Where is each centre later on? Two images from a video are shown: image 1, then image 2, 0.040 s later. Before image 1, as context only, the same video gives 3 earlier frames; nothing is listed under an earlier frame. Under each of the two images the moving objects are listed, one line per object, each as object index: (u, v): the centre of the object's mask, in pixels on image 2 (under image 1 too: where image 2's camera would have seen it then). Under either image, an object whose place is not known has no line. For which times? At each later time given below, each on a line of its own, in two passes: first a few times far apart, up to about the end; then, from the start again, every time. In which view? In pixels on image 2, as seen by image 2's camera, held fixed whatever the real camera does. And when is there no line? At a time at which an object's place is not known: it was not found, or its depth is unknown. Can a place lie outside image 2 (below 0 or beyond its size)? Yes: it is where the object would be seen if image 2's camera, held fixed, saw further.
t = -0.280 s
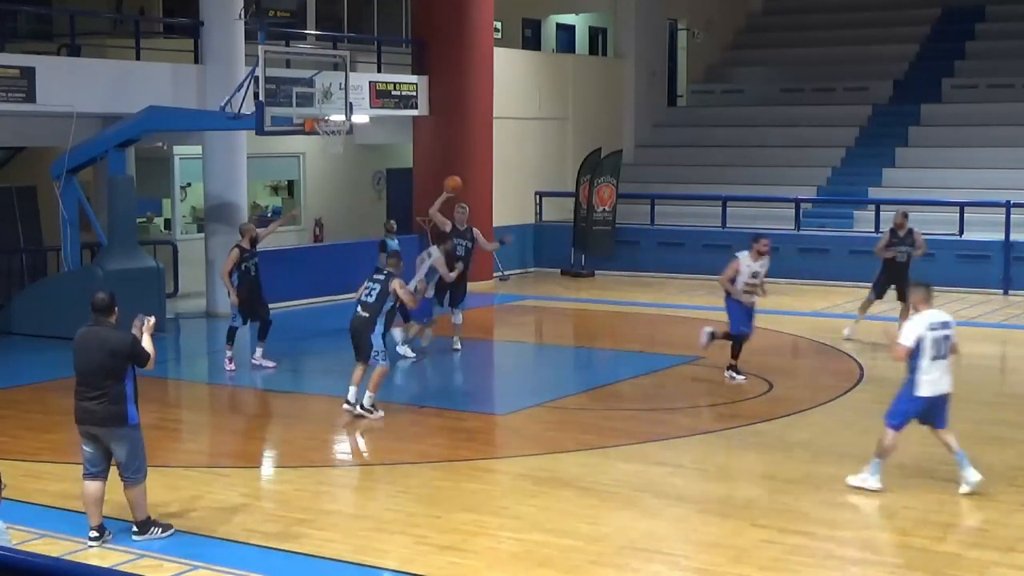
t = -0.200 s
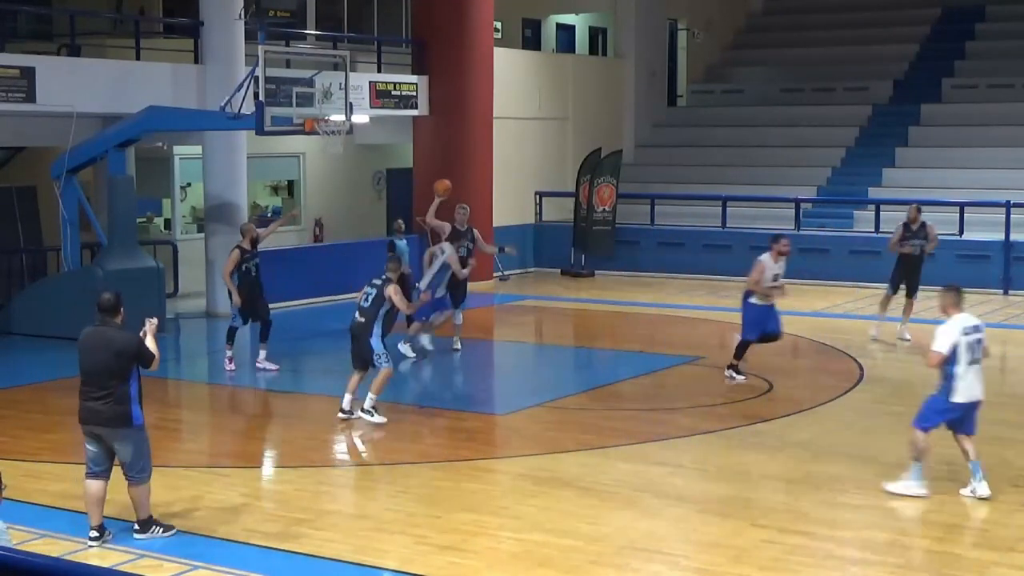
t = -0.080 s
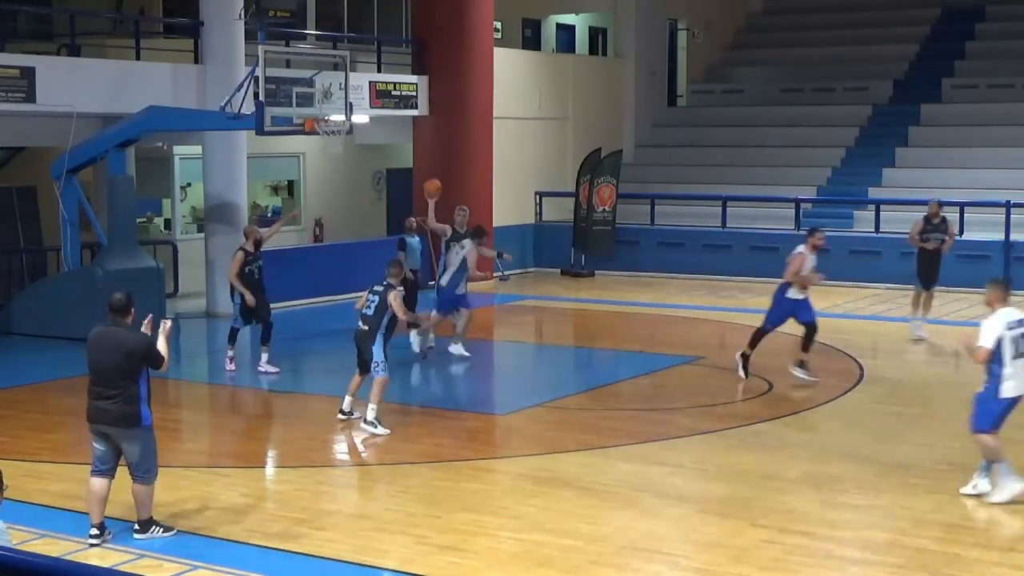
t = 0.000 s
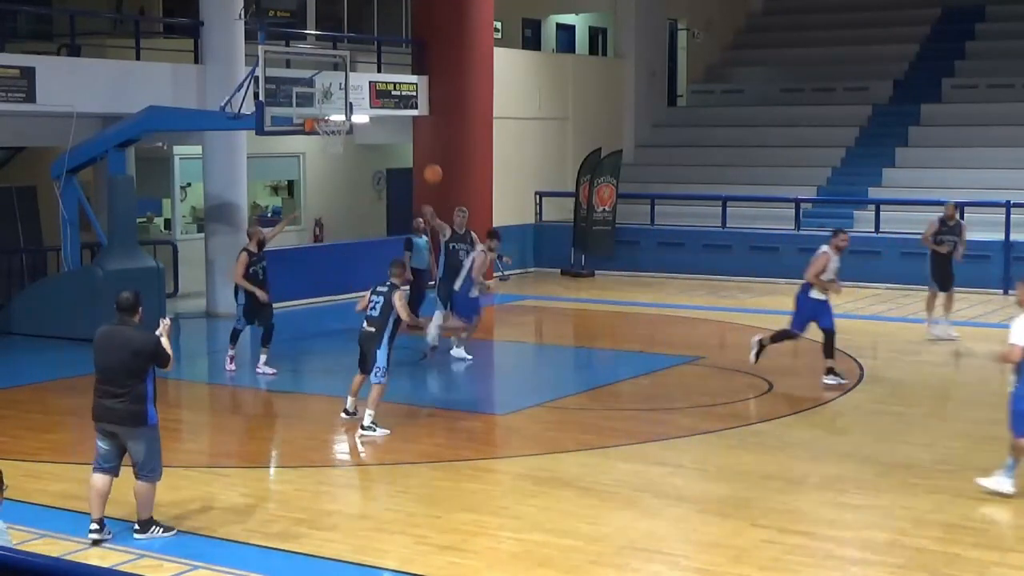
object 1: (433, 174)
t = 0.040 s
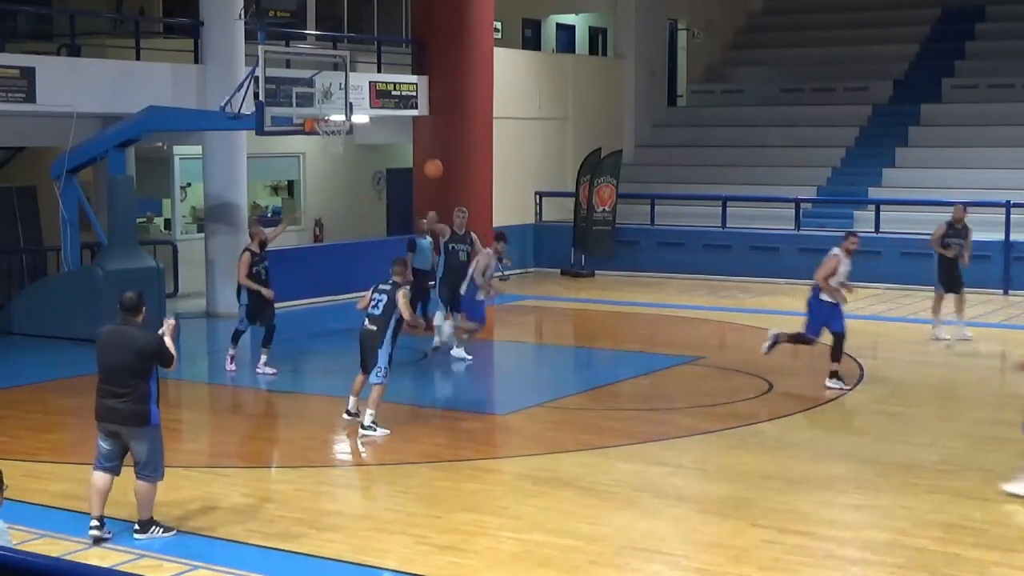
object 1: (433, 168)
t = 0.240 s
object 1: (436, 160)
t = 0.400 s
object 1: (441, 178)
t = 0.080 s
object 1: (433, 165)
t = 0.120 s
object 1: (434, 161)
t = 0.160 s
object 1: (434, 160)
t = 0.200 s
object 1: (435, 159)
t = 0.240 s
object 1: (436, 160)
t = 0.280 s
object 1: (437, 162)
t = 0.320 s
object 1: (438, 166)
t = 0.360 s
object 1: (439, 171)
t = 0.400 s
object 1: (441, 178)
